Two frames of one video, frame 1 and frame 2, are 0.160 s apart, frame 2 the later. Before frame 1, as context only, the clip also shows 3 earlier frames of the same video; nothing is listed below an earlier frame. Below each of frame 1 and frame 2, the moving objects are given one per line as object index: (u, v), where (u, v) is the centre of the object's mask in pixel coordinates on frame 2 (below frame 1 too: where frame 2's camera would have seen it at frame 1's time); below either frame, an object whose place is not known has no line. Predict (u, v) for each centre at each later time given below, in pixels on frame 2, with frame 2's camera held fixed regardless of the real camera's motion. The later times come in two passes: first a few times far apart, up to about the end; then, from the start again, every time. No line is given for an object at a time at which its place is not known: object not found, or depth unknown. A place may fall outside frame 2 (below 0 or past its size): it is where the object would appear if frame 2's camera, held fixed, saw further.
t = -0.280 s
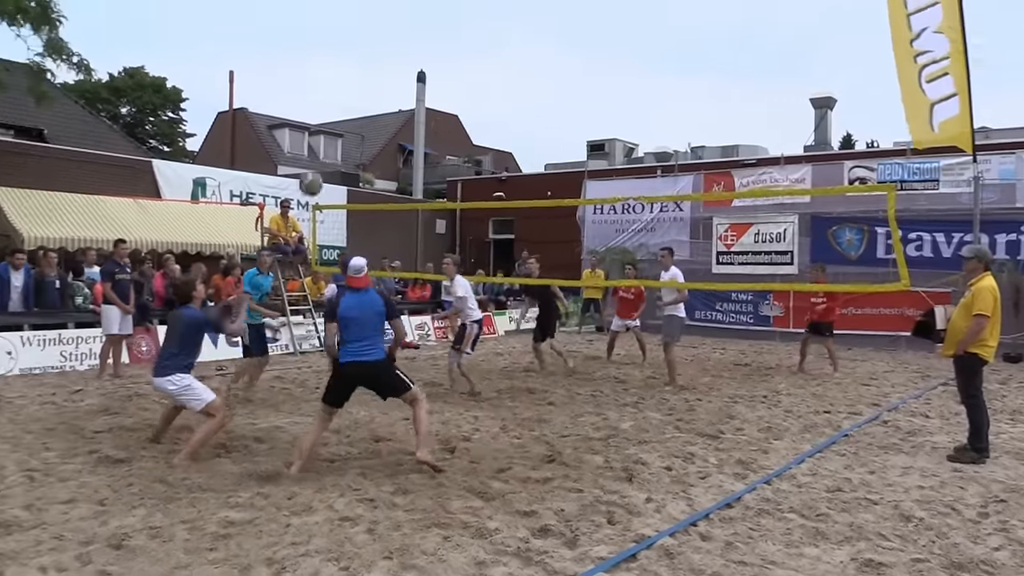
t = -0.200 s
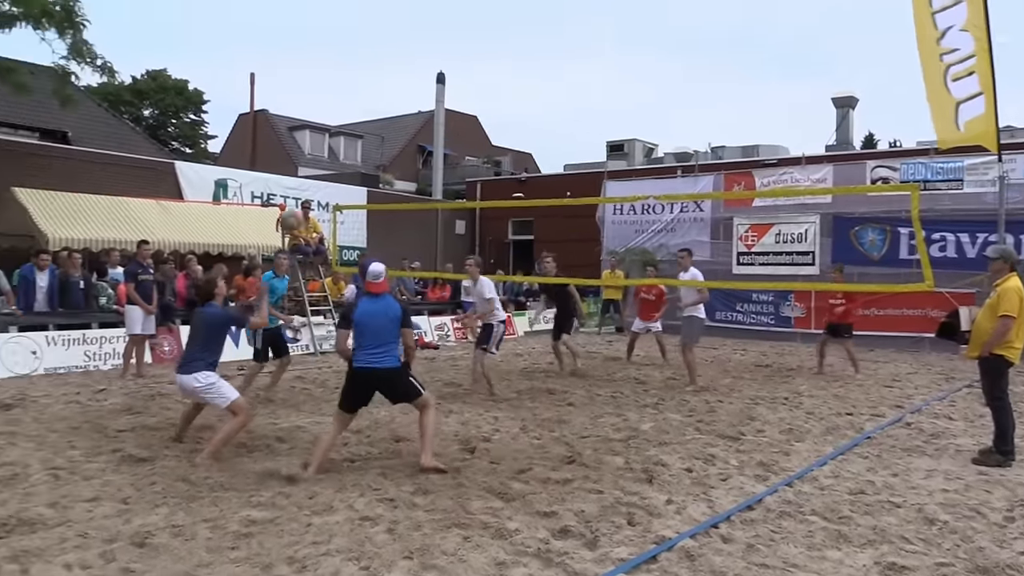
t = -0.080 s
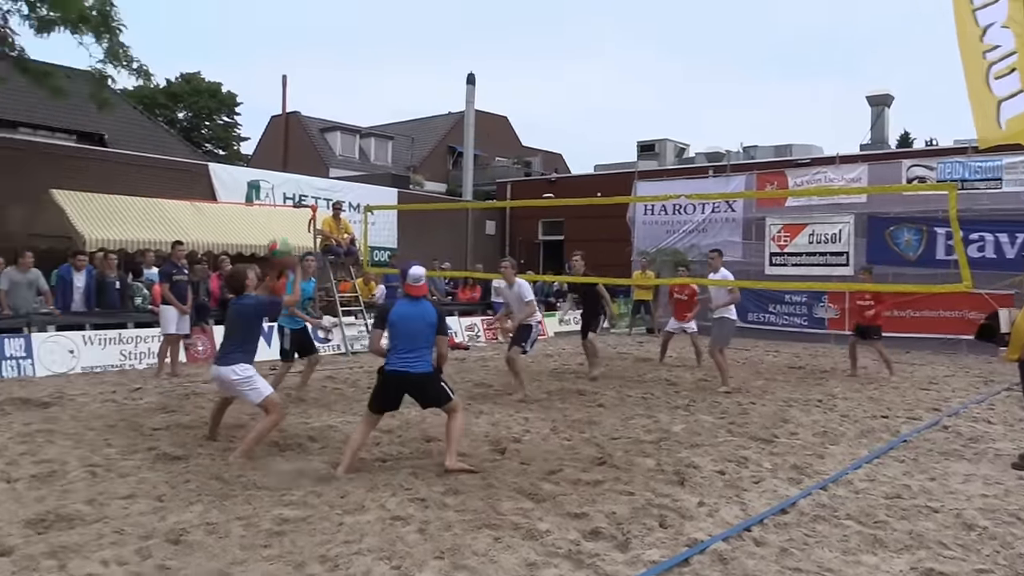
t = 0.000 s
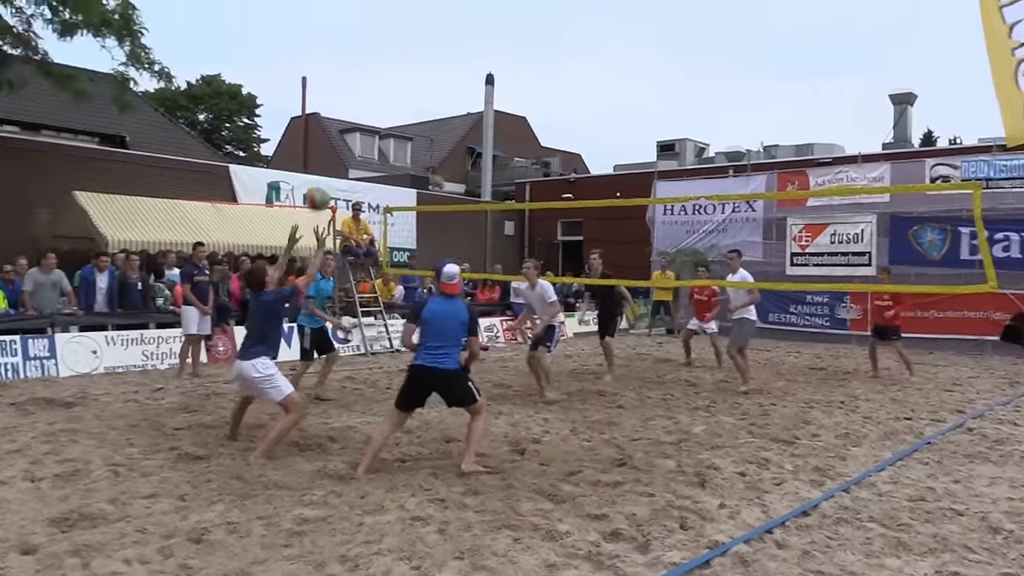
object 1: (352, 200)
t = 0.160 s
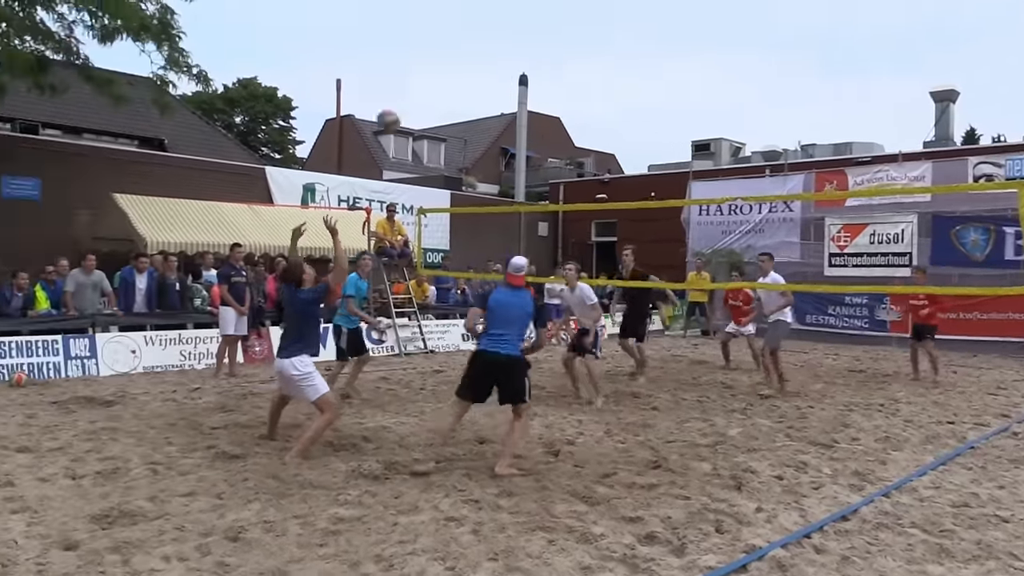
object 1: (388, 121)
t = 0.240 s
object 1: (406, 94)
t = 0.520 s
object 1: (460, 58)
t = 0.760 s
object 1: (498, 93)
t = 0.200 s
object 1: (397, 106)
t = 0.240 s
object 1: (406, 94)
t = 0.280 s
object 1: (414, 83)
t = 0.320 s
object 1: (422, 75)
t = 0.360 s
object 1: (430, 68)
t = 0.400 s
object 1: (438, 63)
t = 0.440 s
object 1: (446, 59)
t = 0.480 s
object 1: (453, 58)
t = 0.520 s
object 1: (460, 58)
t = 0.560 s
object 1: (467, 60)
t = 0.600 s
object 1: (474, 63)
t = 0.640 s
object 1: (480, 68)
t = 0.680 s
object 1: (487, 75)
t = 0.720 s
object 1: (493, 83)
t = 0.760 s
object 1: (498, 93)
